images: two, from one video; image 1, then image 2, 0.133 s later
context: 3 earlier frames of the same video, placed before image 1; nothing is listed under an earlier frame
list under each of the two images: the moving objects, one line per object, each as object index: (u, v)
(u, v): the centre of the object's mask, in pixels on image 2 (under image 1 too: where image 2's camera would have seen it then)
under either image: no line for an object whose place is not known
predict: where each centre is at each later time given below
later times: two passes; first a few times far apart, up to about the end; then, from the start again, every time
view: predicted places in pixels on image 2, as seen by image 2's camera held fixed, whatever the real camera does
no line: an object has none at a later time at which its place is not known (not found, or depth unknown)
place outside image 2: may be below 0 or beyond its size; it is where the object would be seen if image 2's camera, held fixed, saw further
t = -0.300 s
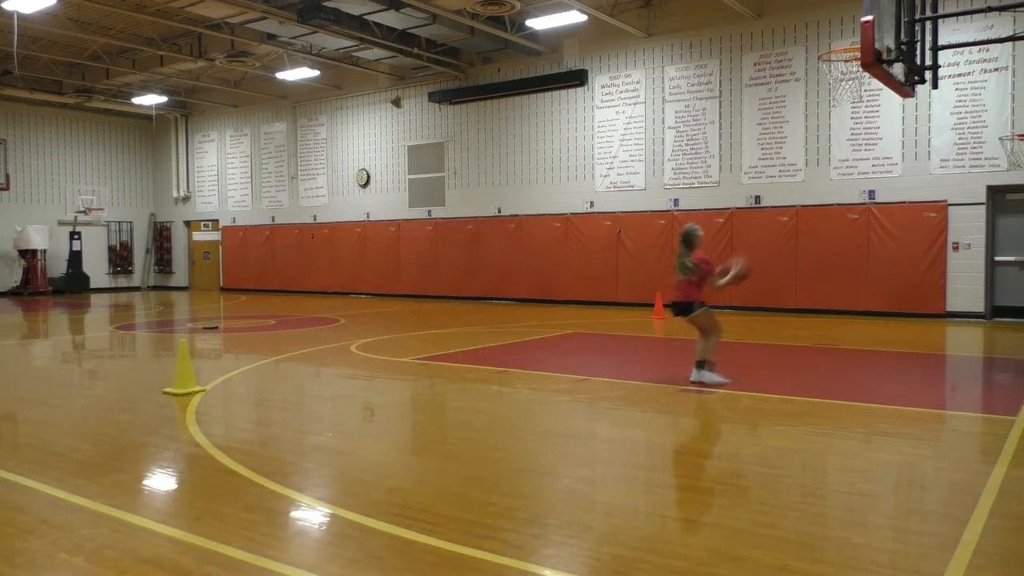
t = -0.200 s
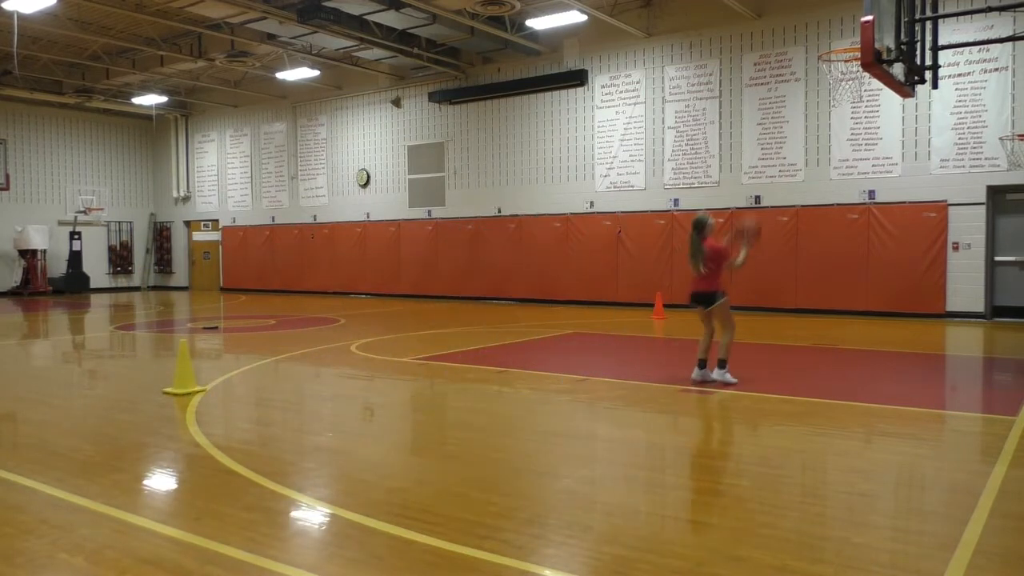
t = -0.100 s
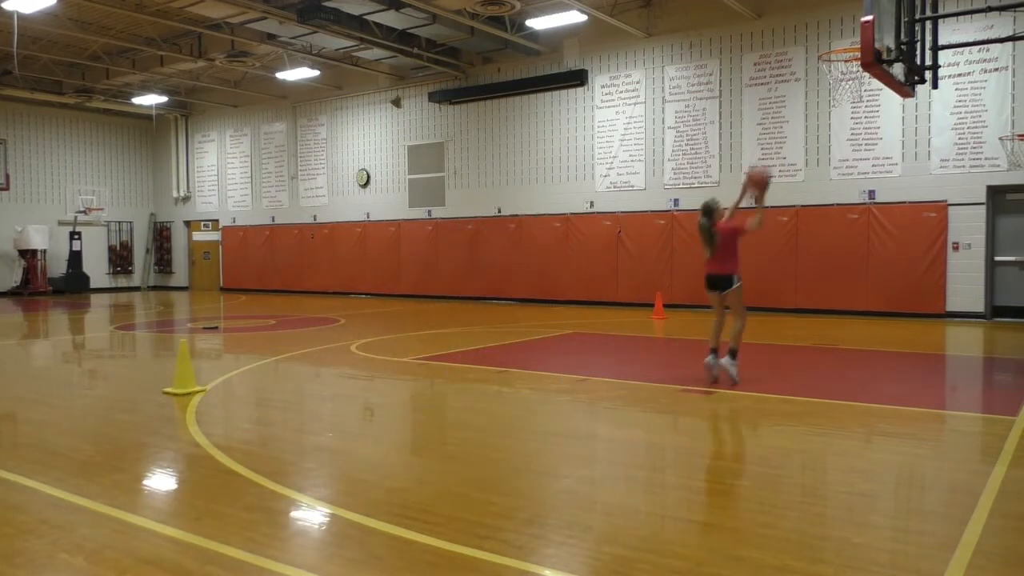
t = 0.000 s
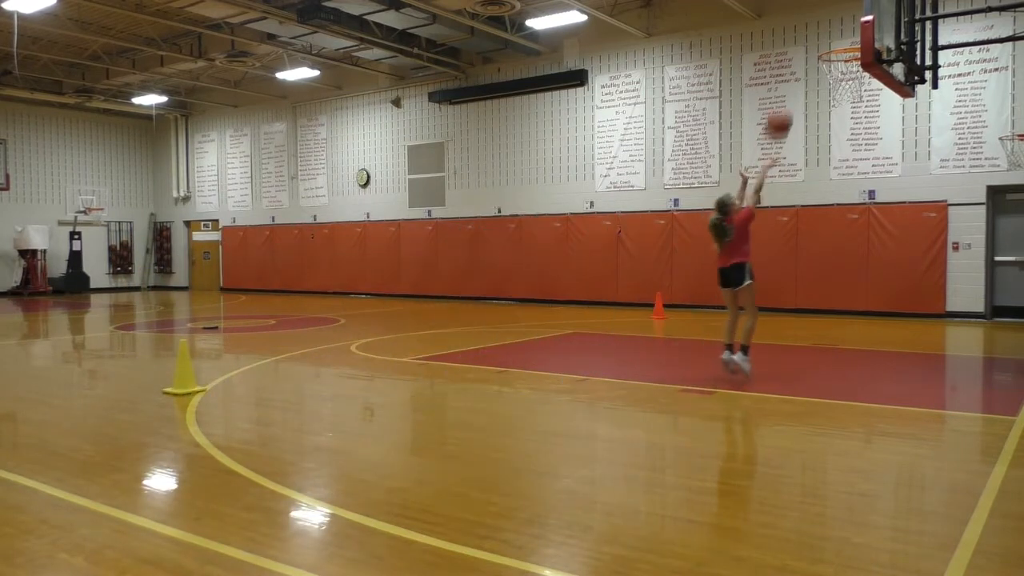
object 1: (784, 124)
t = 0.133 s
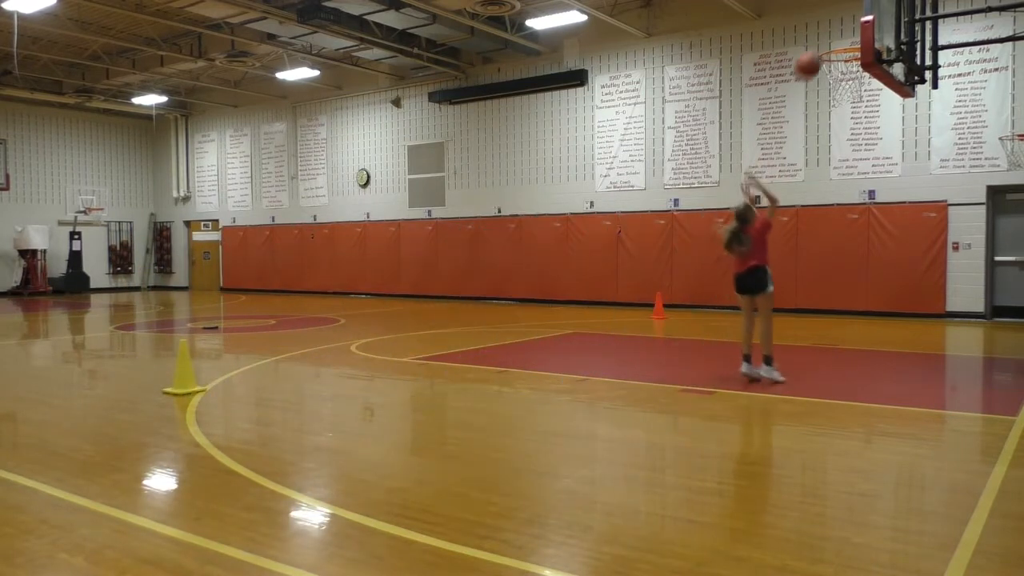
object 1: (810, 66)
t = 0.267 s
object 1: (836, 26)
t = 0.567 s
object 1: (855, 16)
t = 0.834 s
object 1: (833, 70)
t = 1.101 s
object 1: (837, 70)
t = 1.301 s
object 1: (850, 105)
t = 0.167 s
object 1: (817, 53)
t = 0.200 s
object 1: (822, 43)
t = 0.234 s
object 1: (830, 33)
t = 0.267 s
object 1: (836, 26)
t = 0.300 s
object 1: (843, 19)
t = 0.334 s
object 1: (849, 13)
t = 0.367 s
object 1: (854, 11)
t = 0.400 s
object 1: (857, 9)
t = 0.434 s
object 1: (859, 7)
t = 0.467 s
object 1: (859, 8)
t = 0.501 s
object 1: (858, 10)
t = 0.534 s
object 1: (856, 12)
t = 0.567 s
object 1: (855, 16)
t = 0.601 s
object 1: (853, 24)
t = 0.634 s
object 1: (851, 31)
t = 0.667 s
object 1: (850, 38)
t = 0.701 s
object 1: (848, 49)
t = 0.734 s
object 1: (845, 59)
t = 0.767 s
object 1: (841, 61)
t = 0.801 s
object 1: (837, 64)
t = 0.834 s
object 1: (833, 70)
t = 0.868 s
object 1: (831, 71)
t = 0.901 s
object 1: (831, 71)
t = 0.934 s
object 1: (831, 70)
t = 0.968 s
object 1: (832, 69)
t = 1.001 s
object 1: (833, 68)
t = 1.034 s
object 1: (834, 68)
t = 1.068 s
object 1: (836, 69)
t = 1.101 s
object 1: (837, 70)
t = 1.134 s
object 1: (840, 74)
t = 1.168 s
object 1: (842, 79)
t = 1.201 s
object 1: (844, 84)
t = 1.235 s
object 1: (846, 88)
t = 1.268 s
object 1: (848, 98)
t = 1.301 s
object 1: (850, 105)
